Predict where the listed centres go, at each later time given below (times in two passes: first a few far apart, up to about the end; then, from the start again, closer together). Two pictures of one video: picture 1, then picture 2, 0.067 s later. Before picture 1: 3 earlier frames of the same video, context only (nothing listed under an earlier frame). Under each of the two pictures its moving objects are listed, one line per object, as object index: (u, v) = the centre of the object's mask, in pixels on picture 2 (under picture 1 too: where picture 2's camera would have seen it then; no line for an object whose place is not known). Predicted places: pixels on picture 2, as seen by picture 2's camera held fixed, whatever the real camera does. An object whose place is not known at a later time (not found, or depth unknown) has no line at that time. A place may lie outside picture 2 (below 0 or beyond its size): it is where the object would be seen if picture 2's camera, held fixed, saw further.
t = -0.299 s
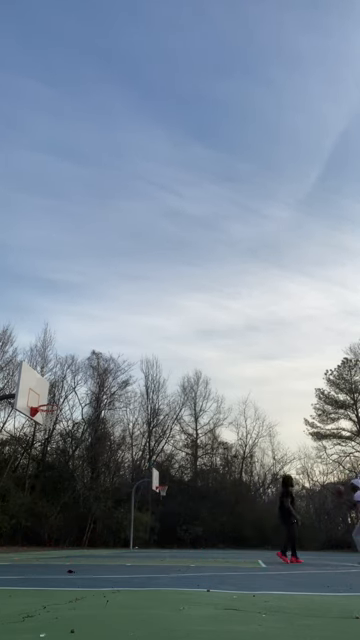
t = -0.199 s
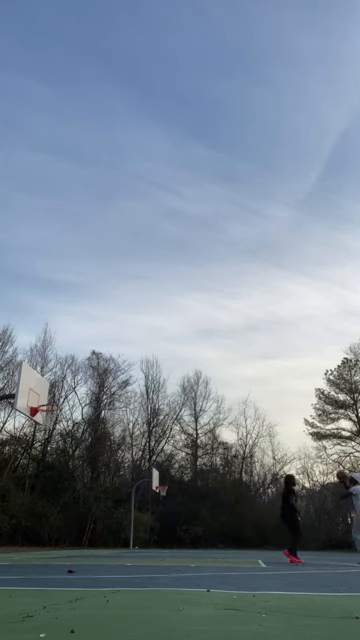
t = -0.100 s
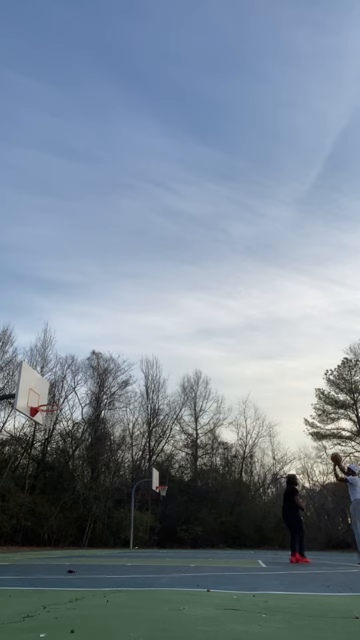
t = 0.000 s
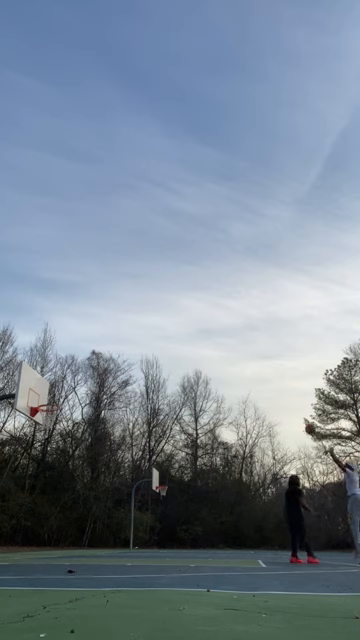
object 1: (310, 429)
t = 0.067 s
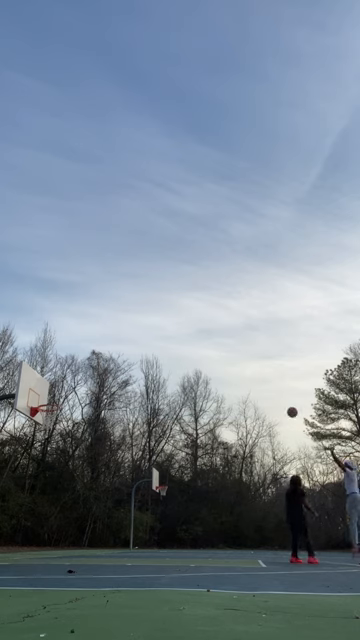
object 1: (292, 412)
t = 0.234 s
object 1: (250, 380)
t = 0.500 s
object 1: (189, 355)
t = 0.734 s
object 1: (139, 355)
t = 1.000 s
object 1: (79, 380)
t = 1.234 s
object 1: (40, 388)
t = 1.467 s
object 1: (40, 362)
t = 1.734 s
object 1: (40, 359)
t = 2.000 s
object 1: (35, 389)
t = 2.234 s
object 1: (28, 450)
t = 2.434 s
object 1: (17, 538)
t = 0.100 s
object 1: (283, 404)
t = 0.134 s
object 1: (275, 397)
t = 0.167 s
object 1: (266, 391)
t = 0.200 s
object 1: (258, 386)
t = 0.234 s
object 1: (250, 380)
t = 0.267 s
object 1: (242, 376)
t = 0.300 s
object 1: (234, 371)
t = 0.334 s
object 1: (227, 367)
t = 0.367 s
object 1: (219, 364)
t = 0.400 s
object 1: (212, 361)
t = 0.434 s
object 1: (204, 359)
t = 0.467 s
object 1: (197, 357)
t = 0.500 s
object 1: (189, 355)
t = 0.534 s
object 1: (182, 354)
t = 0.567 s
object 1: (175, 353)
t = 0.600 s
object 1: (168, 353)
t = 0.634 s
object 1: (160, 353)
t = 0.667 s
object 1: (154, 353)
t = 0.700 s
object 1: (146, 354)
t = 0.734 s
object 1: (139, 355)
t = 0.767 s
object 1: (132, 357)
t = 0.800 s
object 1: (124, 359)
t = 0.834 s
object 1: (117, 361)
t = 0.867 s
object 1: (110, 364)
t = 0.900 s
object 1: (102, 368)
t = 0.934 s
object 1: (94, 371)
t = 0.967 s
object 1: (87, 376)
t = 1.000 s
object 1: (79, 380)
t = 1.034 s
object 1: (72, 386)
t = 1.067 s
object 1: (64, 392)
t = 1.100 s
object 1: (56, 398)
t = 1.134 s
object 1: (48, 404)
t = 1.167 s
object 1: (44, 400)
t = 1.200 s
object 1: (42, 394)
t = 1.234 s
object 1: (40, 388)
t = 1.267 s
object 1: (38, 382)
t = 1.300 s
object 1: (38, 378)
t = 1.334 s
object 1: (39, 373)
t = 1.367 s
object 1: (39, 370)
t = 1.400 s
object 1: (40, 367)
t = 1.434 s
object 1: (40, 364)
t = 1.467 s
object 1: (40, 362)
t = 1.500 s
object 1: (40, 360)
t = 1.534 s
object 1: (40, 358)
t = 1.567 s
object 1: (40, 358)
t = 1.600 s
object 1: (41, 358)
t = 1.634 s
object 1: (41, 358)
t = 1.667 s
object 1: (40, 358)
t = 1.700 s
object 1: (41, 358)
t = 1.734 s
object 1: (40, 359)
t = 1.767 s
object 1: (40, 361)
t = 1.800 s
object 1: (39, 363)
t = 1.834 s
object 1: (39, 366)
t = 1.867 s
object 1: (39, 370)
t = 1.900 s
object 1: (38, 374)
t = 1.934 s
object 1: (37, 378)
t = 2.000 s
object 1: (35, 389)
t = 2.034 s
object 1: (35, 395)
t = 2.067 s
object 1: (34, 403)
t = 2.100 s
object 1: (33, 410)
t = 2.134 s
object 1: (32, 419)
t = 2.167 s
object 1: (30, 429)
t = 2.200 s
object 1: (29, 438)
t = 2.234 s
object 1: (28, 450)
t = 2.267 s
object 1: (27, 461)
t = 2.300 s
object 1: (25, 474)
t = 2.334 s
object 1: (23, 488)
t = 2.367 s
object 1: (22, 504)
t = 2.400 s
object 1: (19, 520)
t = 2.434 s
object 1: (17, 538)
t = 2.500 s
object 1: (14, 540)
